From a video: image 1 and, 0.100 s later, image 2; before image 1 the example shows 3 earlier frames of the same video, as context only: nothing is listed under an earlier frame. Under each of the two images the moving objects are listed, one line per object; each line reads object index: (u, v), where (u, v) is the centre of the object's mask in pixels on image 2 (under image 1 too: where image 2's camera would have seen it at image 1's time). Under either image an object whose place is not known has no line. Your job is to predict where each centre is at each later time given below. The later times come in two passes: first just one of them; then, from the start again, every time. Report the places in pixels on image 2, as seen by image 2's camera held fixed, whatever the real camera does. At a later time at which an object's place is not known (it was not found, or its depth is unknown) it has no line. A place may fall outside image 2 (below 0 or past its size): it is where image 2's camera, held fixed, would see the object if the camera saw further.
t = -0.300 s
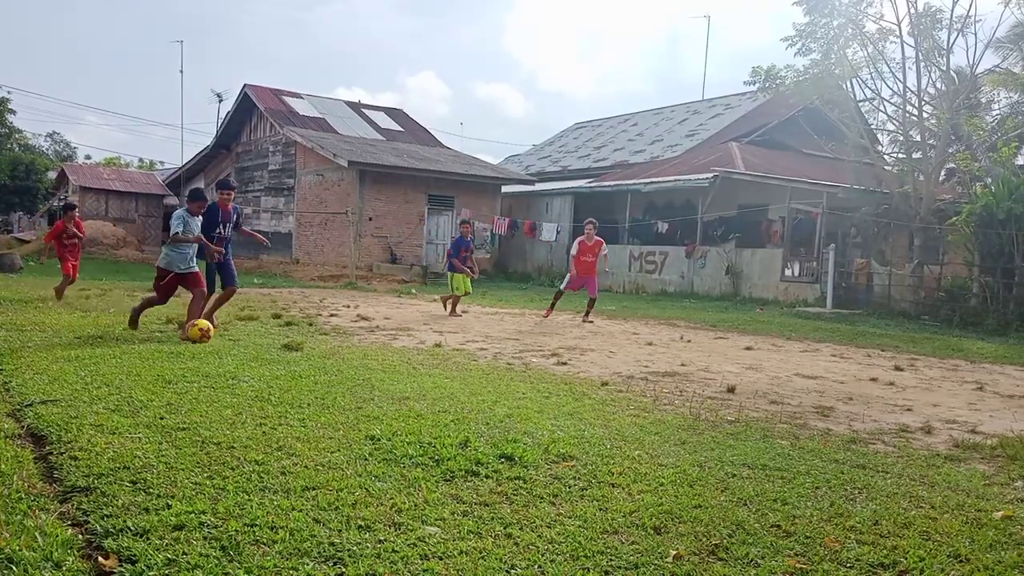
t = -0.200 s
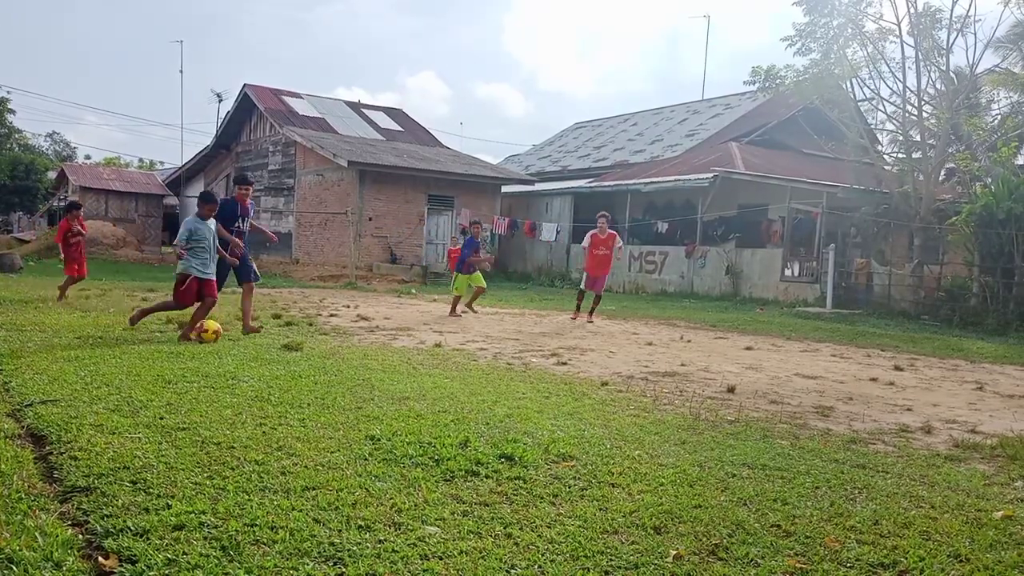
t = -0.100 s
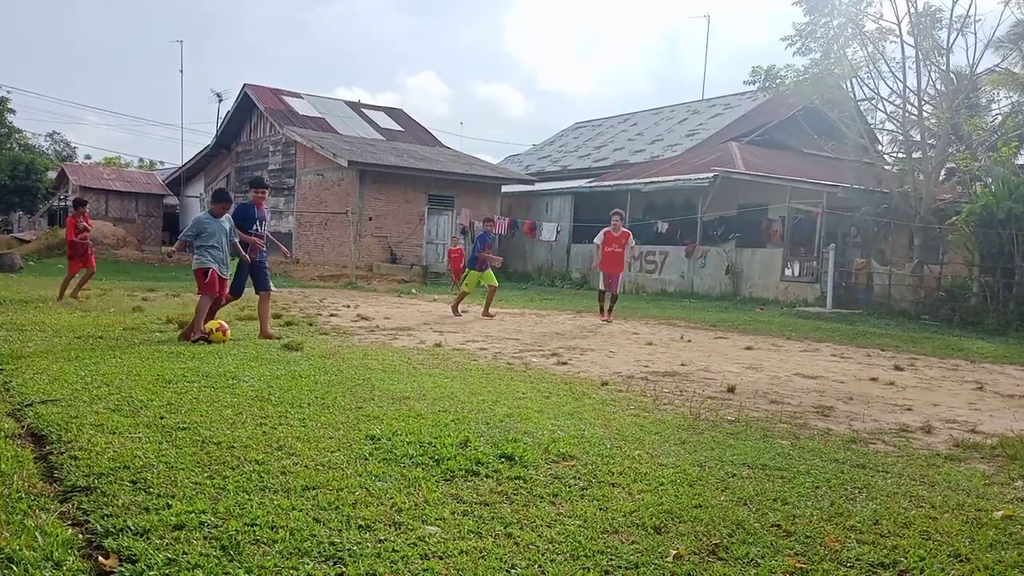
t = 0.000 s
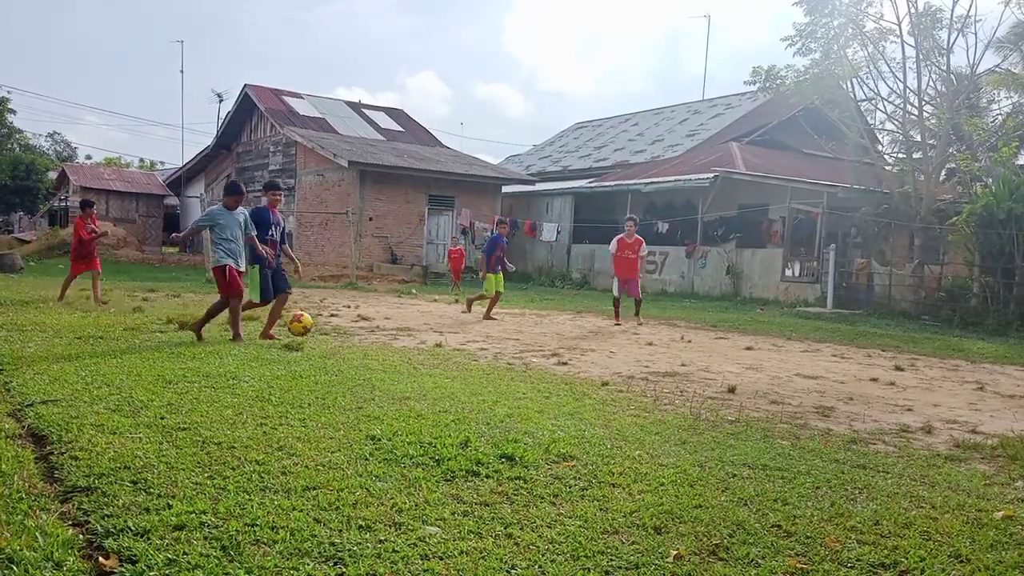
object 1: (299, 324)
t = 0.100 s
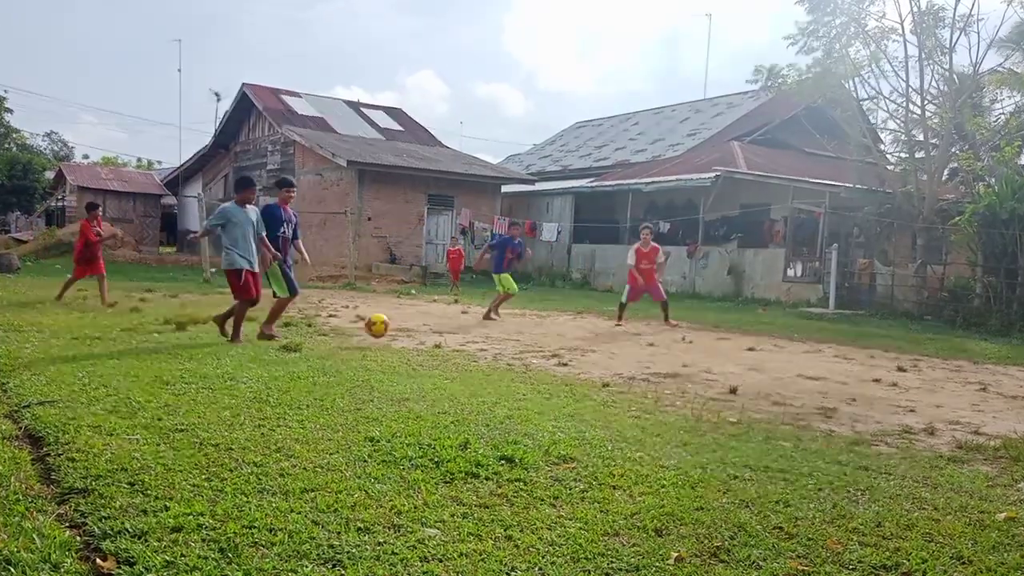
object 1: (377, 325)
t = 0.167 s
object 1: (426, 332)
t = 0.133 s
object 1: (402, 328)
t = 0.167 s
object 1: (426, 332)
